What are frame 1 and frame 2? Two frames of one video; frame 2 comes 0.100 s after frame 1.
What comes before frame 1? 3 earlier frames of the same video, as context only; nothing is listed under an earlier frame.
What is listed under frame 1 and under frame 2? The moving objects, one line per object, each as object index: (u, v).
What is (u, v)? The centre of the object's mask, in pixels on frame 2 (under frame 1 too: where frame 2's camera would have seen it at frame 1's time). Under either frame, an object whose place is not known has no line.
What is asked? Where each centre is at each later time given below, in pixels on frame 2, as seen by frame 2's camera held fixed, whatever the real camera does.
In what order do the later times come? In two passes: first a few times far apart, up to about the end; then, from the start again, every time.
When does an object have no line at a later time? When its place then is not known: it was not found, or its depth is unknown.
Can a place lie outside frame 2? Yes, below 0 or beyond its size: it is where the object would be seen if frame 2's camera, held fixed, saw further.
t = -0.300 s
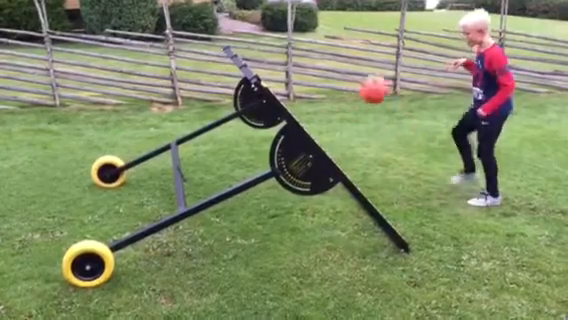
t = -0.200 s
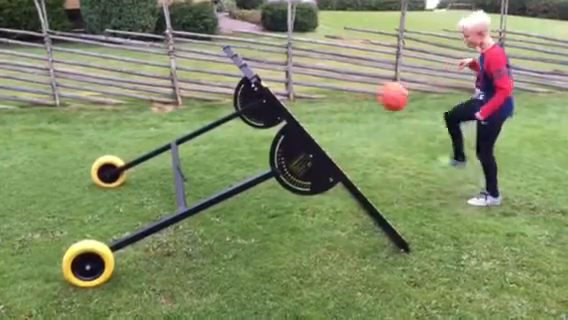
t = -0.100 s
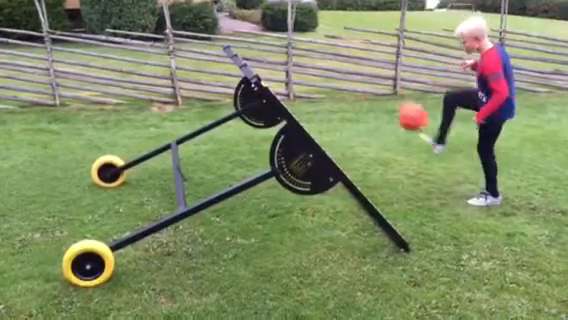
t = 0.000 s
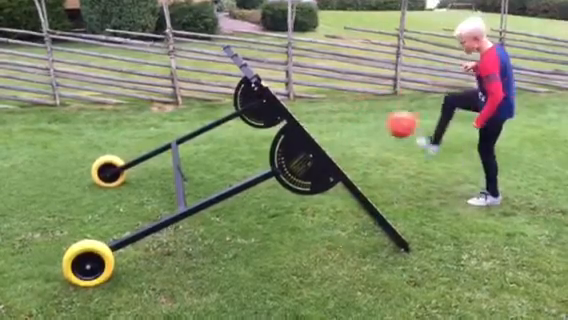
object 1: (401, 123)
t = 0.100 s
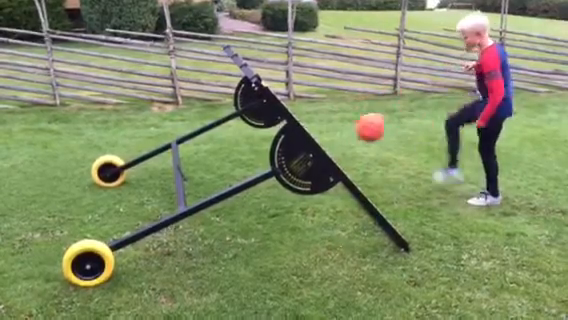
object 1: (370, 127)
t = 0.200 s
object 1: (337, 143)
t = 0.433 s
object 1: (377, 103)
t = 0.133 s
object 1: (360, 130)
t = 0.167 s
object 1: (349, 136)
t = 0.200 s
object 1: (337, 143)
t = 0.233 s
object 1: (336, 142)
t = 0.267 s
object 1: (342, 131)
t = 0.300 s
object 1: (349, 124)
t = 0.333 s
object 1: (357, 116)
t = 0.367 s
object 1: (364, 110)
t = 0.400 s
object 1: (370, 106)
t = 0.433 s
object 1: (377, 103)
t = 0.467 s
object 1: (385, 101)
